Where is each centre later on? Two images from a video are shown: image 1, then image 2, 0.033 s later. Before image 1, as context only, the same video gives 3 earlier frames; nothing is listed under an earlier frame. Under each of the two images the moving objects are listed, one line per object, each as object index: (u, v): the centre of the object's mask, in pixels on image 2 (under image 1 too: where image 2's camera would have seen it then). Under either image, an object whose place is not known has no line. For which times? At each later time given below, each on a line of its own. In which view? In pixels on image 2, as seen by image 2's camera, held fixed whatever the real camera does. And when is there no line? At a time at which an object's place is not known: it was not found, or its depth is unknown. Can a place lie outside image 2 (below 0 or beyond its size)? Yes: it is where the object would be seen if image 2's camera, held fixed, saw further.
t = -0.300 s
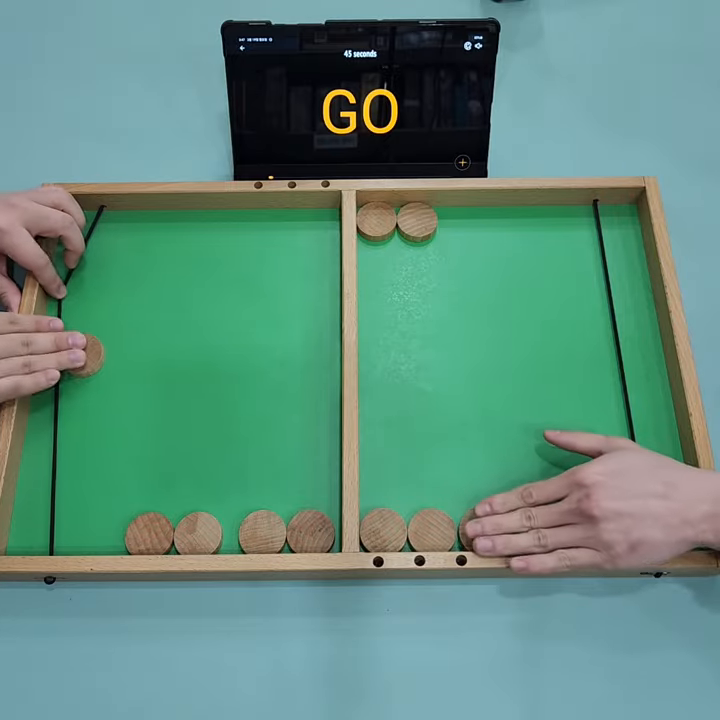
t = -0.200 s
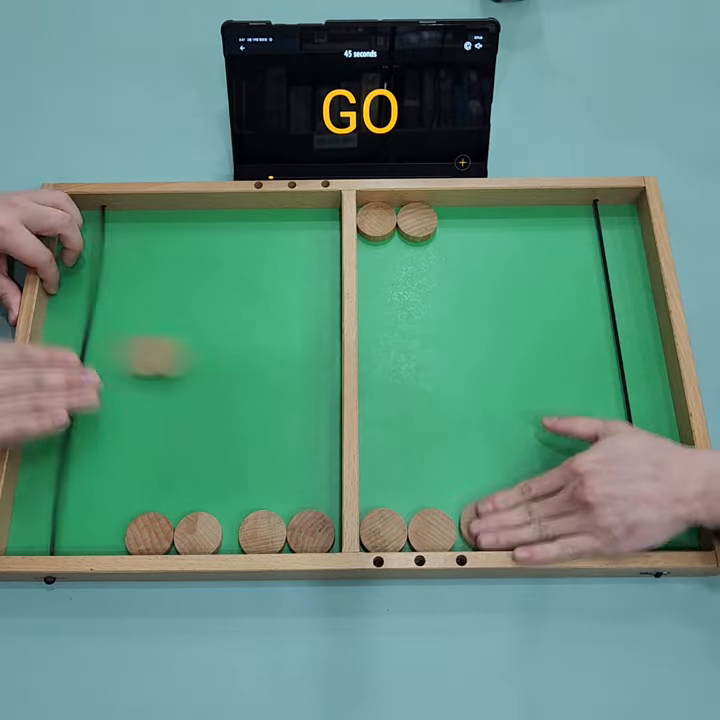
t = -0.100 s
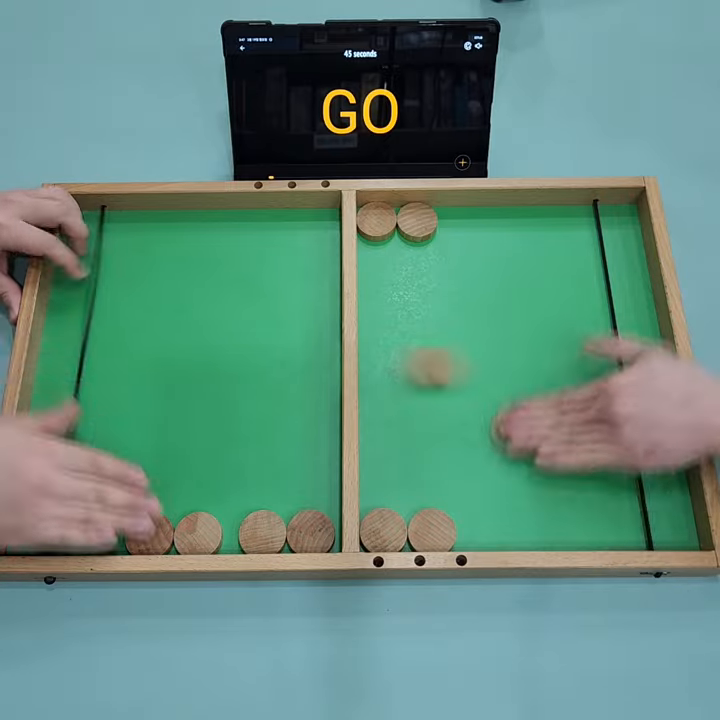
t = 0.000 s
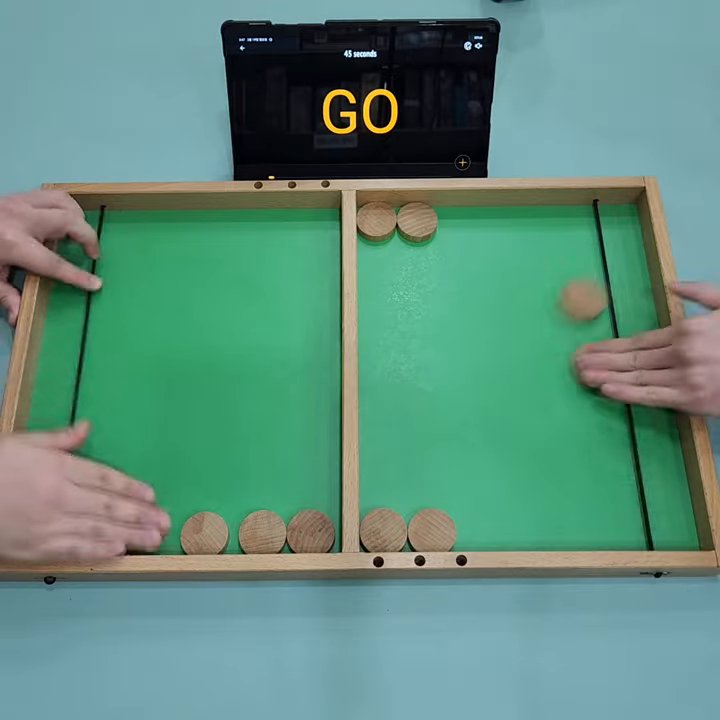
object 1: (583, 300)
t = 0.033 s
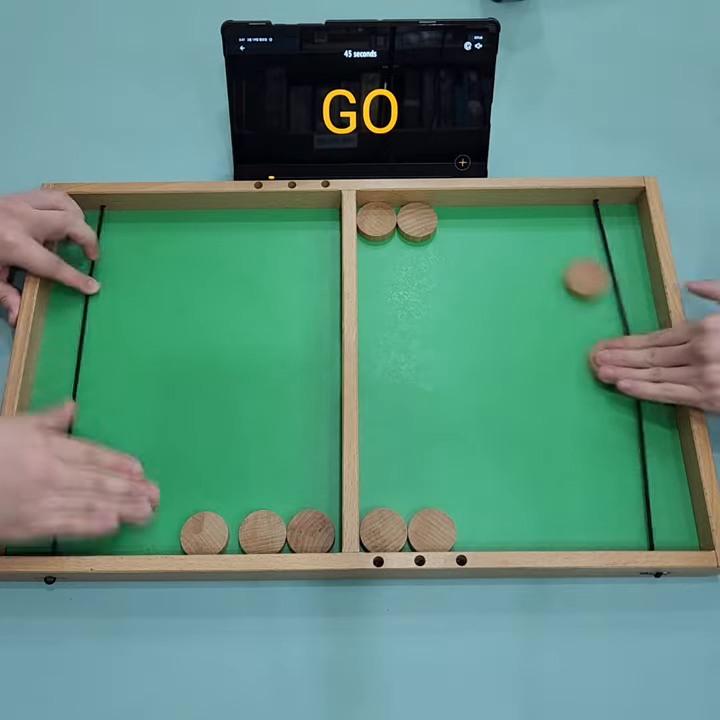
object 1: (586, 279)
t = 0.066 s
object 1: (567, 261)
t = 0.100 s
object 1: (550, 246)
